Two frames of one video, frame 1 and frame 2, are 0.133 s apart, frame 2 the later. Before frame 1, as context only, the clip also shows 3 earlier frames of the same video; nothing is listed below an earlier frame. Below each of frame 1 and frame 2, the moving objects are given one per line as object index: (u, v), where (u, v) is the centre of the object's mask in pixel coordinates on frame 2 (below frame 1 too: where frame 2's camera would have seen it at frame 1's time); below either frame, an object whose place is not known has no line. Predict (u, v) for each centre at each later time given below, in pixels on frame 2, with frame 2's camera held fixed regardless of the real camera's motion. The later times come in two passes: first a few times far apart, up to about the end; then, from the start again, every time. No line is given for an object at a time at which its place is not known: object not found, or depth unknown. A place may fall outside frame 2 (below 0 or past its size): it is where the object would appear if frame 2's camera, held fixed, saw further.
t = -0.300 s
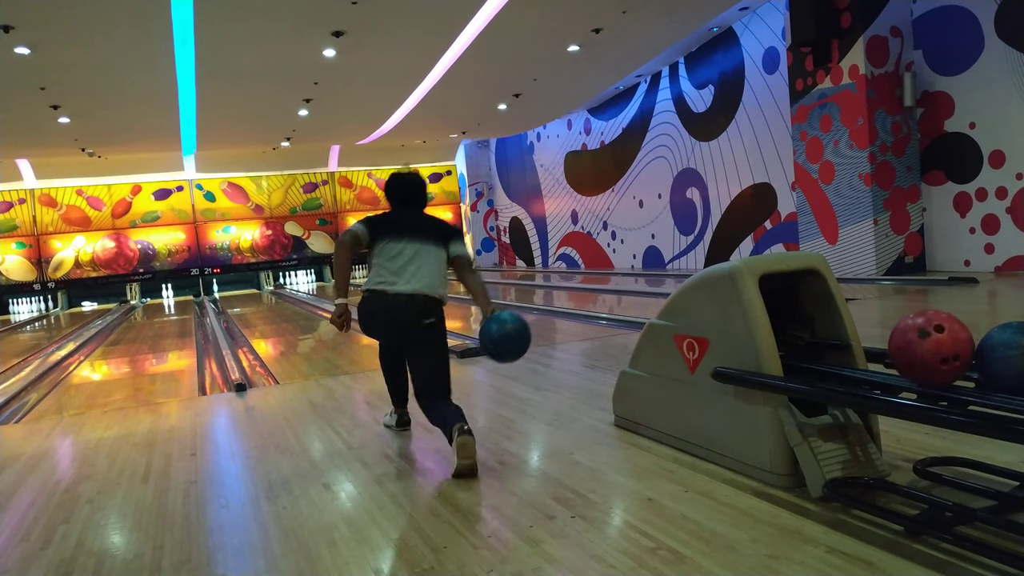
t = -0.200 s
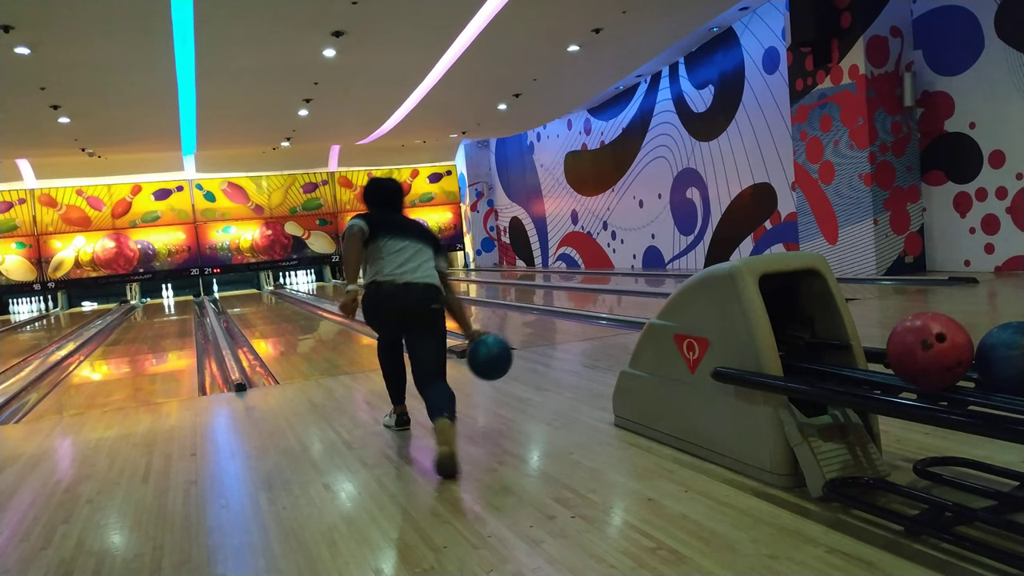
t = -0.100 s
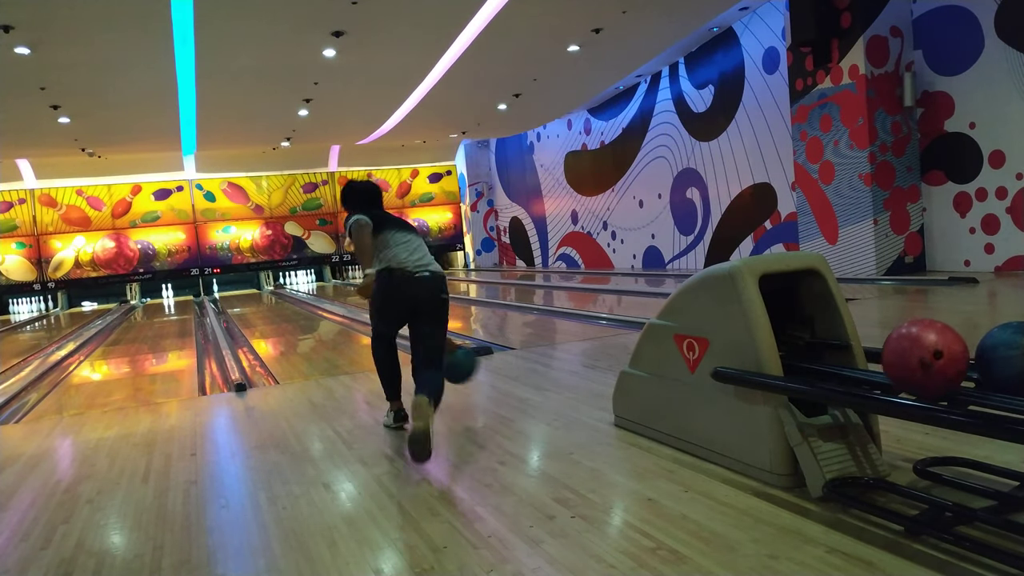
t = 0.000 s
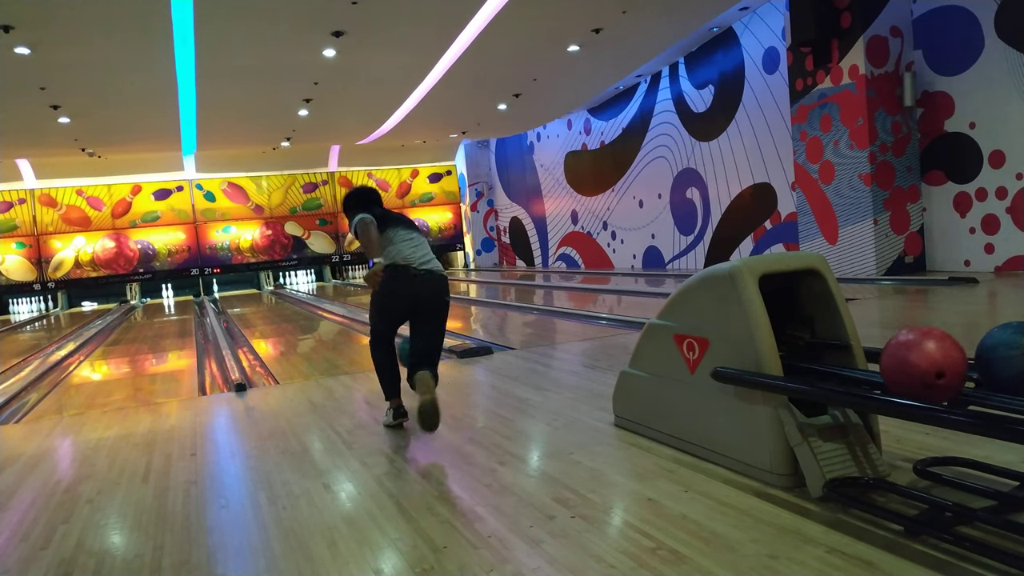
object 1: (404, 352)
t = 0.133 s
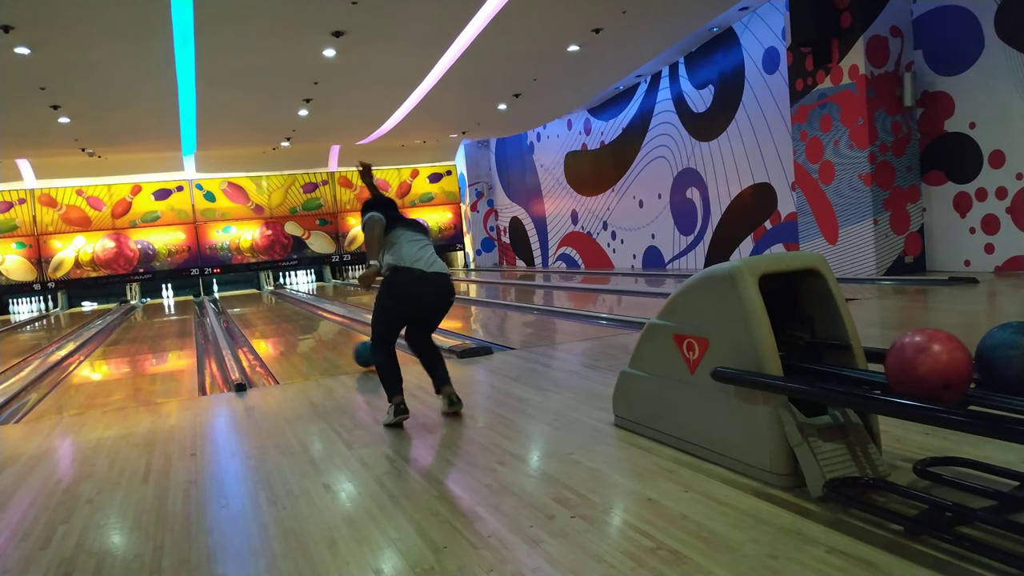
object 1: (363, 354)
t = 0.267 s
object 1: (334, 343)
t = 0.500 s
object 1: (292, 330)
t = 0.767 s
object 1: (260, 320)
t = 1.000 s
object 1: (240, 314)
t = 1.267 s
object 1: (223, 310)
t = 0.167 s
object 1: (357, 348)
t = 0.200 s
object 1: (349, 345)
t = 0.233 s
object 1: (341, 343)
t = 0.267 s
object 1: (334, 343)
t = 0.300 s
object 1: (327, 341)
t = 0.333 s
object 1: (320, 339)
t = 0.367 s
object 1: (314, 337)
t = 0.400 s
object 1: (308, 335)
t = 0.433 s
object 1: (302, 333)
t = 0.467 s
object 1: (297, 332)
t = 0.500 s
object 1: (292, 330)
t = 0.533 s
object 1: (288, 329)
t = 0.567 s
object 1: (283, 327)
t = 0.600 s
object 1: (279, 326)
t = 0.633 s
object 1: (275, 325)
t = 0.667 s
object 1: (271, 324)
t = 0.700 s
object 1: (267, 322)
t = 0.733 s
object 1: (264, 321)
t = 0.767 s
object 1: (260, 320)
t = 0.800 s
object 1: (257, 319)
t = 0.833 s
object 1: (254, 319)
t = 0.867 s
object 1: (251, 318)
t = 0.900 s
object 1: (248, 317)
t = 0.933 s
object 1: (246, 316)
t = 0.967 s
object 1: (243, 315)
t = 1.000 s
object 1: (240, 314)
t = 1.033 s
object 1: (238, 313)
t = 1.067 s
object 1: (236, 313)
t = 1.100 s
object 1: (233, 312)
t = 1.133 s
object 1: (231, 311)
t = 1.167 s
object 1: (229, 310)
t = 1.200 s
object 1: (227, 310)
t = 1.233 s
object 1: (225, 310)
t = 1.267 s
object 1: (223, 310)
